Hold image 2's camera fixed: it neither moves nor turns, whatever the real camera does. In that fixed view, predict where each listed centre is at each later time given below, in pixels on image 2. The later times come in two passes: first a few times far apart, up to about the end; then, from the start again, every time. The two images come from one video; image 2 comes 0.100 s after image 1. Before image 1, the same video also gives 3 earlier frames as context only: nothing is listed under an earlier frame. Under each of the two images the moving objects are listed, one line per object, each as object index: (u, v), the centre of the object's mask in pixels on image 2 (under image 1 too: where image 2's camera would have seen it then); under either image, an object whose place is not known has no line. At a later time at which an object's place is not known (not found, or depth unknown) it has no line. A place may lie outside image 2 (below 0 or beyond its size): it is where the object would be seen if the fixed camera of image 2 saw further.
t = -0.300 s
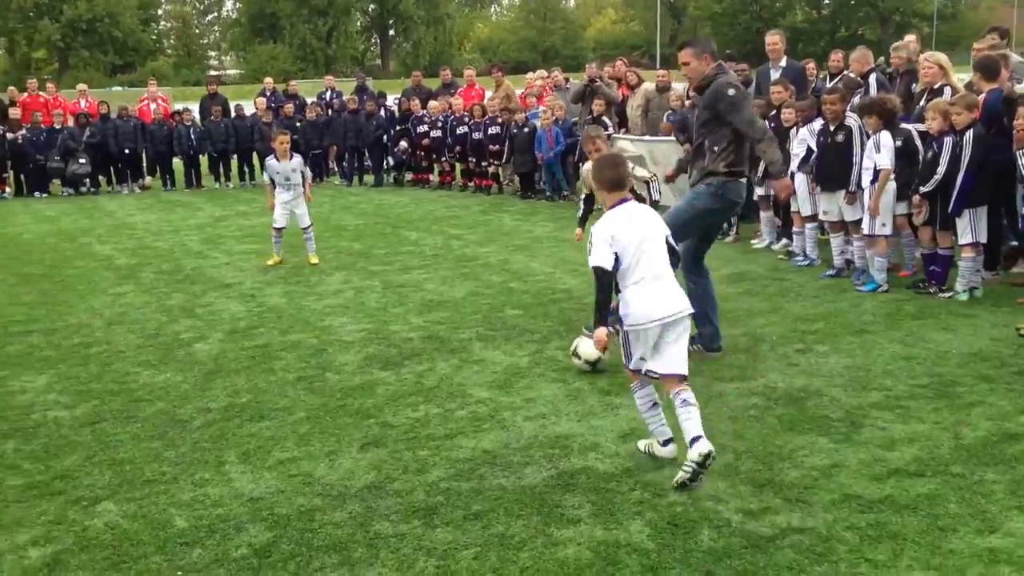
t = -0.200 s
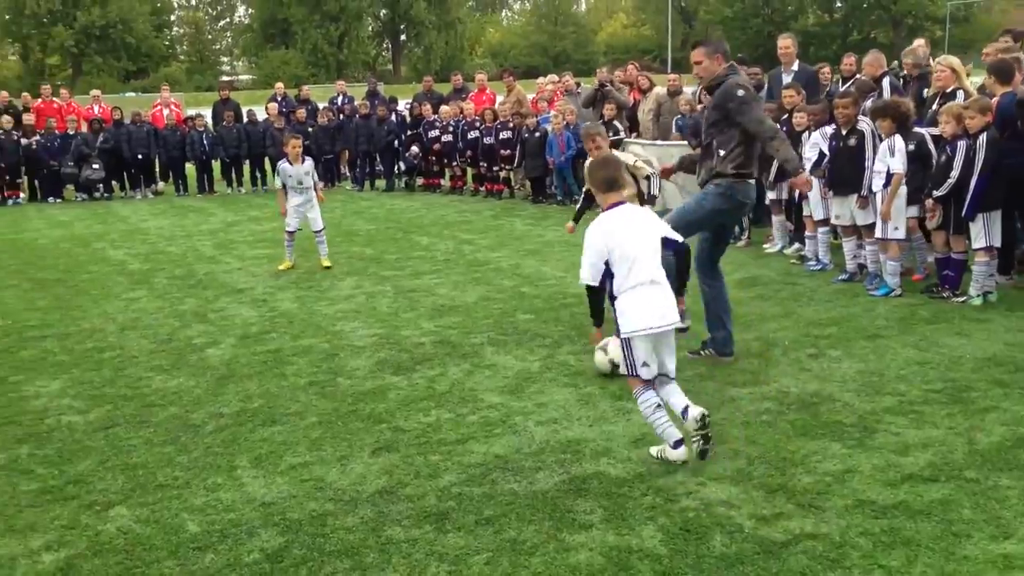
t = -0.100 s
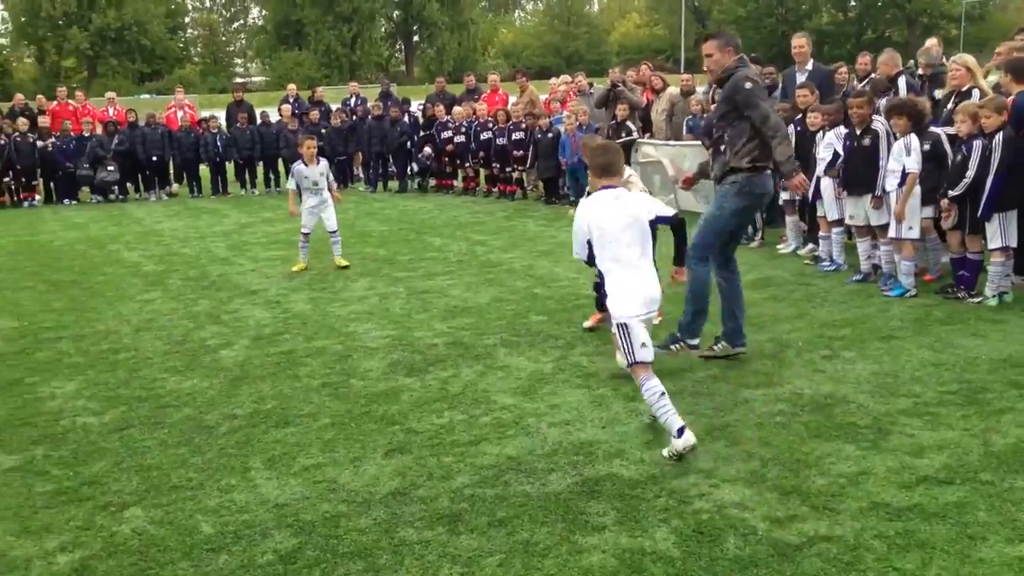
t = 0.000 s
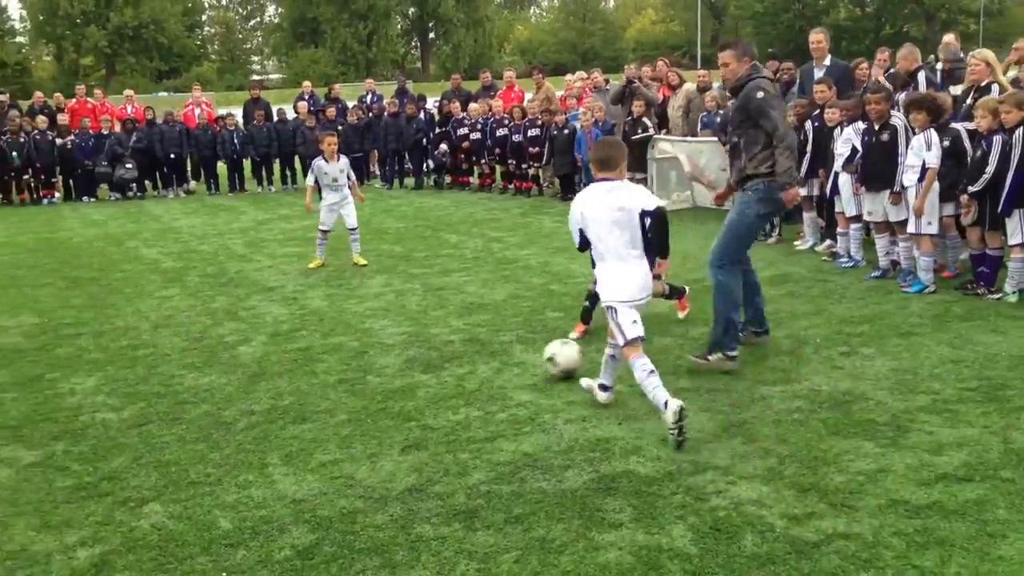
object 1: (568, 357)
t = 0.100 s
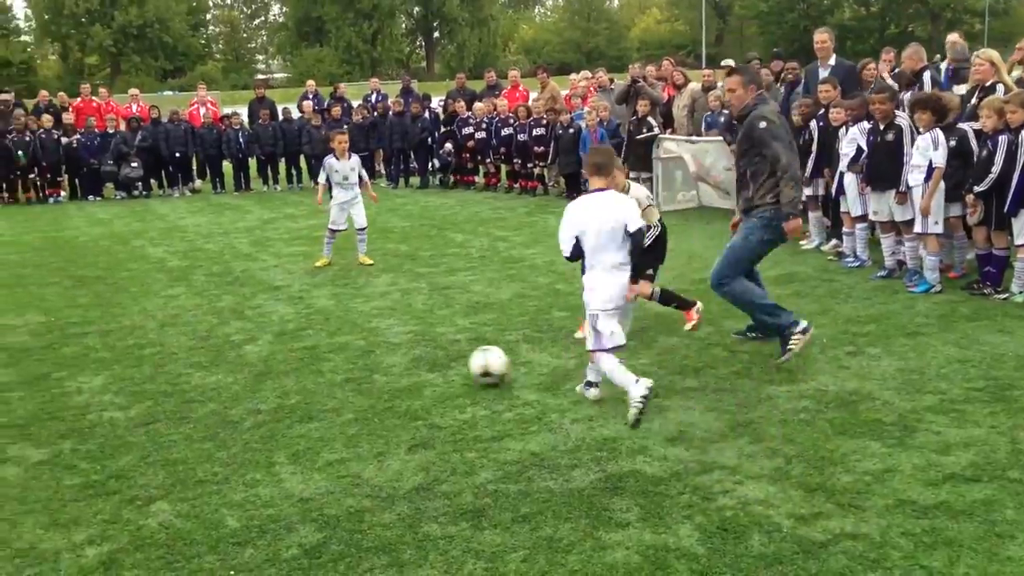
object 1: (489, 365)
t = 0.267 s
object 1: (366, 373)
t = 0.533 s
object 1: (178, 386)
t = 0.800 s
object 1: (-17, 402)
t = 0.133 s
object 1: (465, 366)
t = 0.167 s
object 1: (439, 367)
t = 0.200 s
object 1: (414, 370)
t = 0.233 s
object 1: (390, 371)
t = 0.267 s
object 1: (366, 373)
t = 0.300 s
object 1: (343, 374)
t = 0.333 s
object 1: (319, 376)
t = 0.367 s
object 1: (295, 376)
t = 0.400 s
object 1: (272, 381)
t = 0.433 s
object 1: (248, 382)
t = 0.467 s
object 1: (225, 384)
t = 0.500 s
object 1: (200, 385)
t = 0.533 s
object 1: (178, 386)
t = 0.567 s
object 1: (153, 389)
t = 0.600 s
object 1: (129, 390)
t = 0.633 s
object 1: (105, 392)
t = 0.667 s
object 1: (81, 394)
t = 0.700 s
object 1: (56, 395)
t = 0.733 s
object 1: (31, 398)
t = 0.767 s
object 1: (7, 400)
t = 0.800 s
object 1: (-17, 402)
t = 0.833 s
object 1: (-42, 404)
